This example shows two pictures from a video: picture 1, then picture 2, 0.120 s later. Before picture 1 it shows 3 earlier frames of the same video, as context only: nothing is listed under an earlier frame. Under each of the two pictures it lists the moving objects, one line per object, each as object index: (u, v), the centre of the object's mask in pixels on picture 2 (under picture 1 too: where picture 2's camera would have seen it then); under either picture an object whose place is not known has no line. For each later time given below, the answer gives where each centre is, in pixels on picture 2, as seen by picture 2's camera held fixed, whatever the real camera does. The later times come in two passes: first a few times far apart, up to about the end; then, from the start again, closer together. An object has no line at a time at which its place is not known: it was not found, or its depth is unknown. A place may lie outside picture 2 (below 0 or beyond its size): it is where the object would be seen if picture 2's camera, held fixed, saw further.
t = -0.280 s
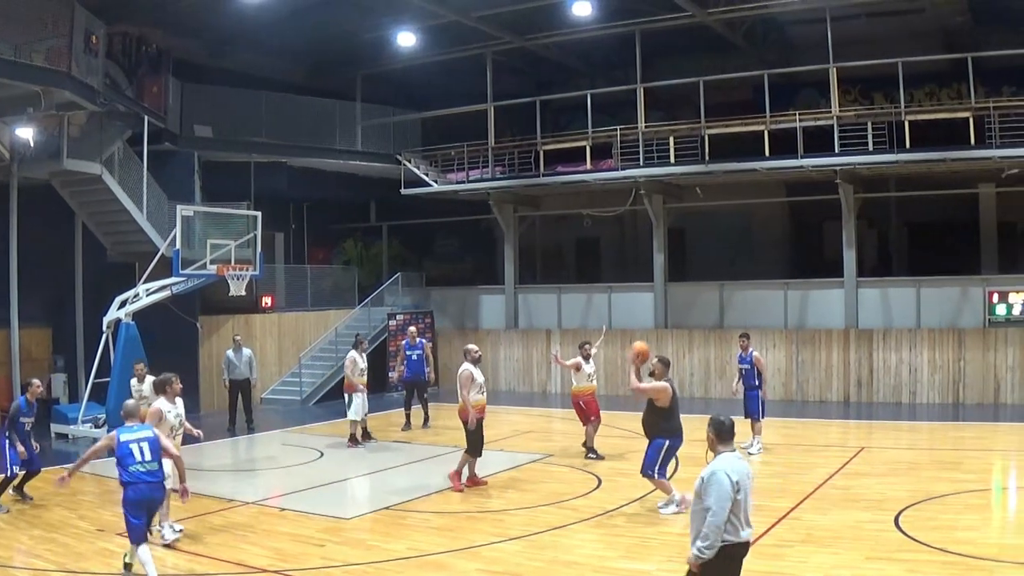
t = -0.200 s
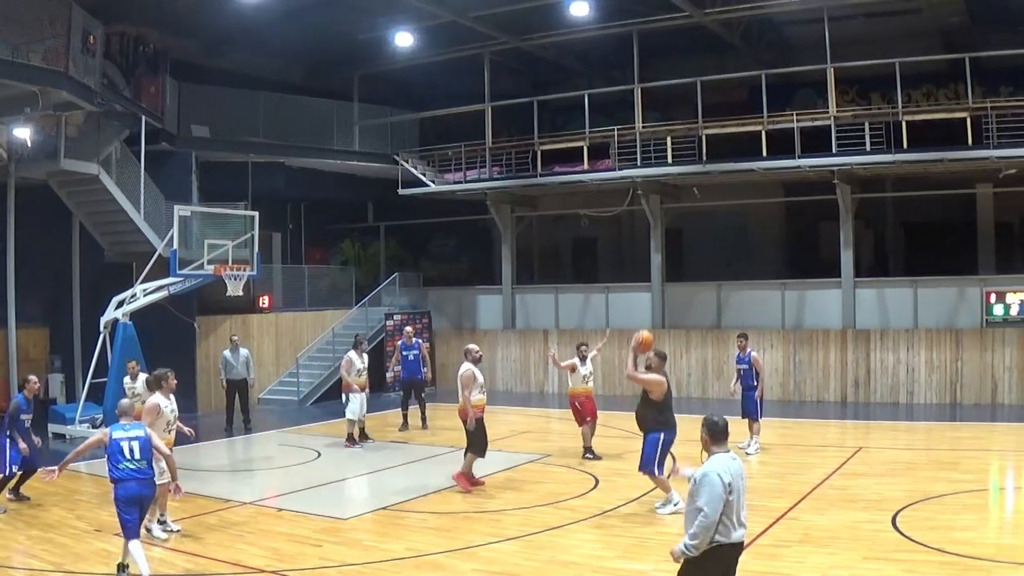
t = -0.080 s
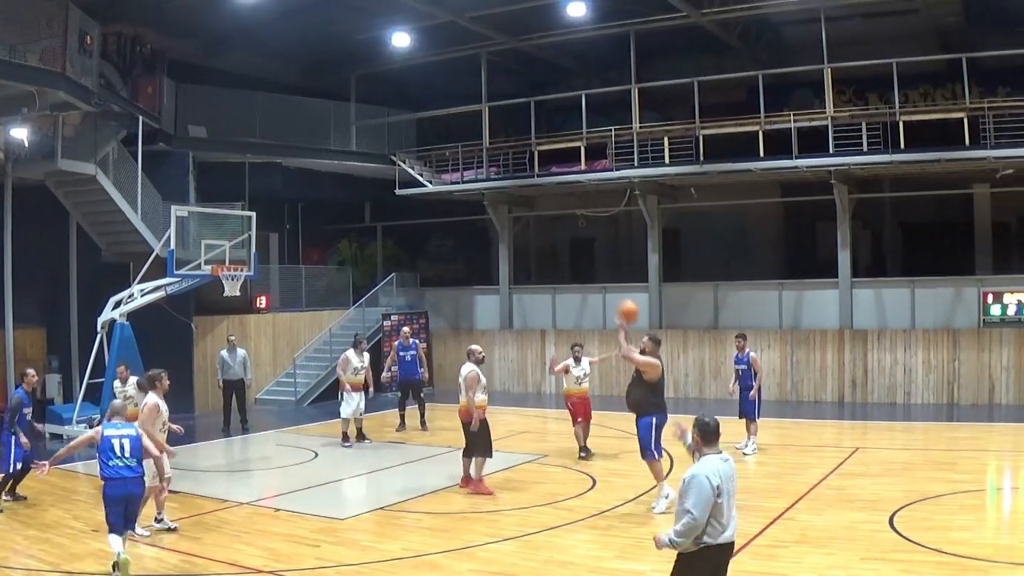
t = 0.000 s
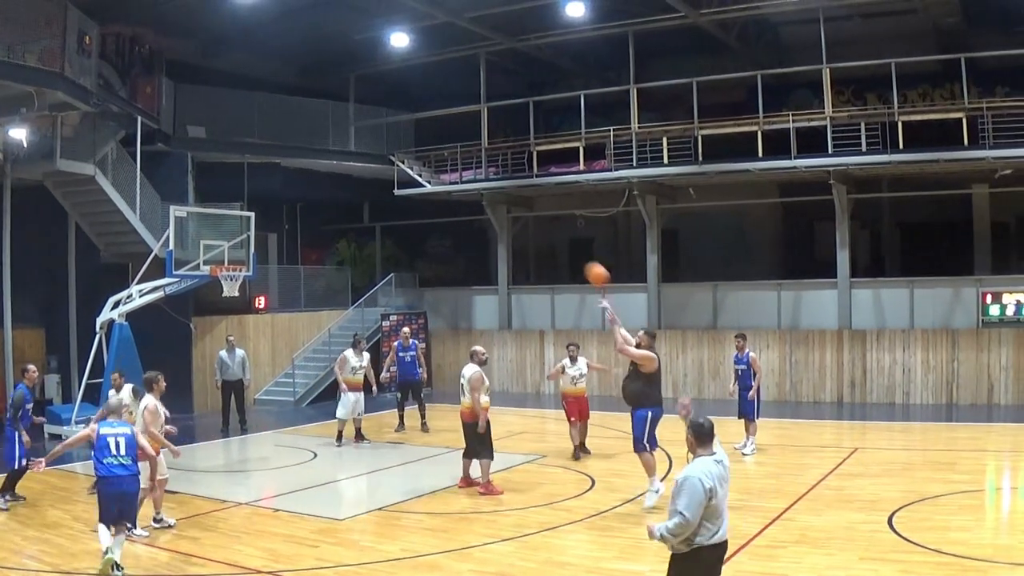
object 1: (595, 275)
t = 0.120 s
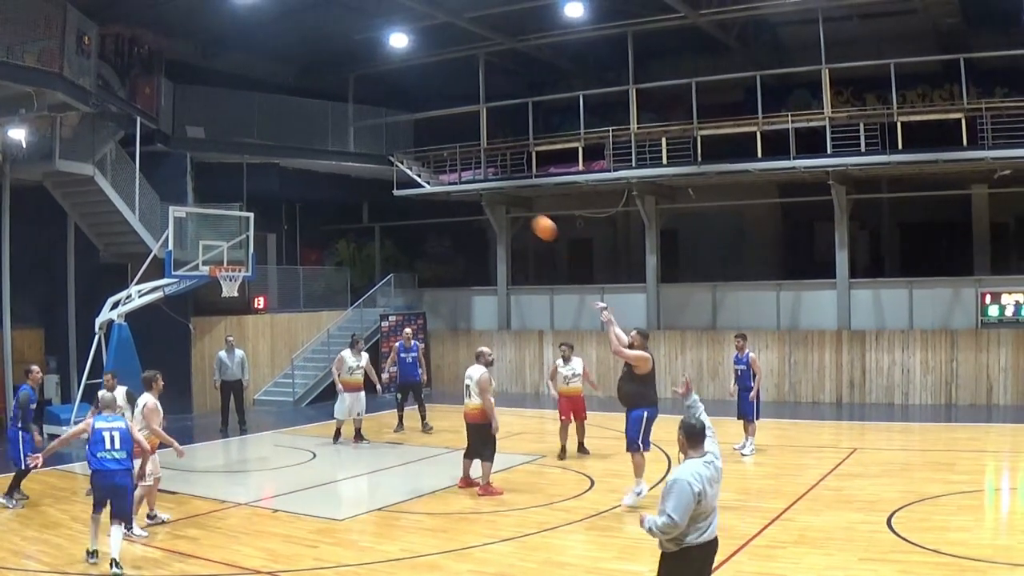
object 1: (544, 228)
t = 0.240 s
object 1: (497, 194)
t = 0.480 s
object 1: (412, 163)
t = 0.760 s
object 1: (329, 182)
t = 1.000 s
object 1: (270, 233)
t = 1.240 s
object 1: (279, 238)
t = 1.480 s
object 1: (329, 227)
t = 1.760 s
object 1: (385, 257)
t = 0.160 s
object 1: (528, 215)
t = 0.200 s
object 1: (512, 203)
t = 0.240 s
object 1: (497, 194)
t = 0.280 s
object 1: (481, 186)
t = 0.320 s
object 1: (466, 177)
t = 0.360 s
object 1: (451, 172)
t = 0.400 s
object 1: (437, 168)
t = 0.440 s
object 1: (424, 165)
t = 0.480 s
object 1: (412, 163)
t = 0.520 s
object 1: (398, 162)
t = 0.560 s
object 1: (386, 164)
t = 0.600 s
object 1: (373, 165)
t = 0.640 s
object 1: (362, 168)
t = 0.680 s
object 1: (351, 172)
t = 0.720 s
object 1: (340, 176)
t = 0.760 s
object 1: (329, 182)
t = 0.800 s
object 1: (318, 188)
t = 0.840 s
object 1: (308, 196)
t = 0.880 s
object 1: (298, 204)
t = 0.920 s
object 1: (288, 213)
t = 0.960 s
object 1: (279, 223)
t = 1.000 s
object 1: (270, 233)
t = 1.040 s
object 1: (261, 245)
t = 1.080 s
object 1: (252, 256)
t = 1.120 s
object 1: (253, 257)
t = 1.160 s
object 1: (262, 250)
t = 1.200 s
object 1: (270, 244)
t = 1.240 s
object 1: (279, 238)
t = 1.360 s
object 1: (304, 228)
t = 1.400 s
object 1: (313, 227)
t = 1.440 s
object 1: (321, 227)
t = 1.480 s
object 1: (329, 227)
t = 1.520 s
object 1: (337, 229)
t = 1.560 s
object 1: (345, 231)
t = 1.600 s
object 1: (354, 234)
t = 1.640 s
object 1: (361, 239)
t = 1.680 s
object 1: (370, 244)
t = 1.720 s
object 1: (377, 250)
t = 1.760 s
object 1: (385, 257)
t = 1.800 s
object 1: (392, 265)
